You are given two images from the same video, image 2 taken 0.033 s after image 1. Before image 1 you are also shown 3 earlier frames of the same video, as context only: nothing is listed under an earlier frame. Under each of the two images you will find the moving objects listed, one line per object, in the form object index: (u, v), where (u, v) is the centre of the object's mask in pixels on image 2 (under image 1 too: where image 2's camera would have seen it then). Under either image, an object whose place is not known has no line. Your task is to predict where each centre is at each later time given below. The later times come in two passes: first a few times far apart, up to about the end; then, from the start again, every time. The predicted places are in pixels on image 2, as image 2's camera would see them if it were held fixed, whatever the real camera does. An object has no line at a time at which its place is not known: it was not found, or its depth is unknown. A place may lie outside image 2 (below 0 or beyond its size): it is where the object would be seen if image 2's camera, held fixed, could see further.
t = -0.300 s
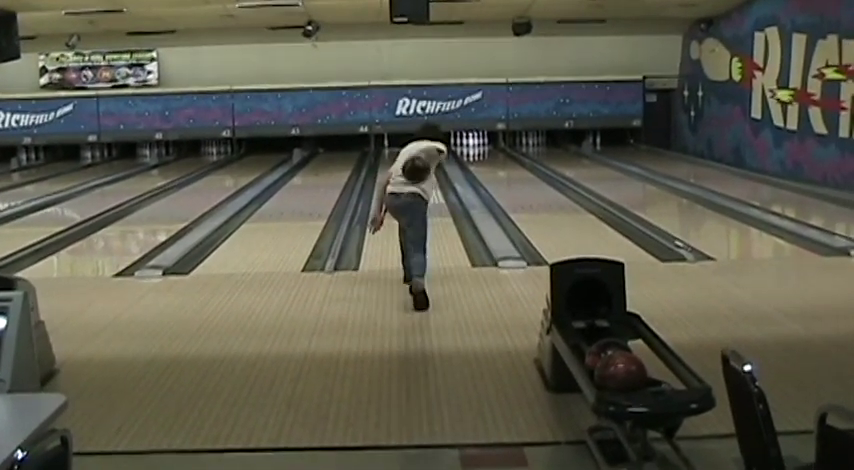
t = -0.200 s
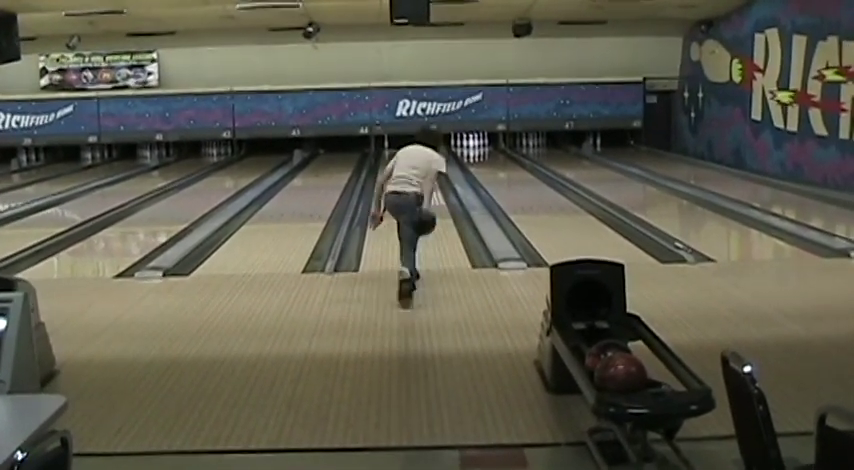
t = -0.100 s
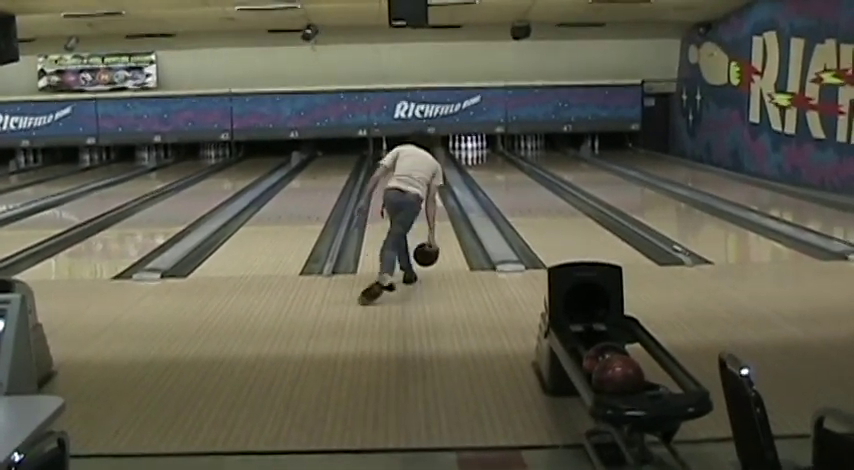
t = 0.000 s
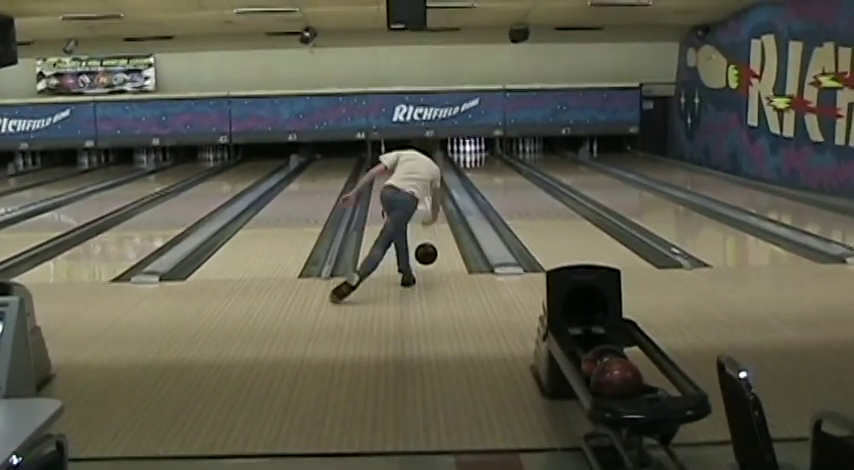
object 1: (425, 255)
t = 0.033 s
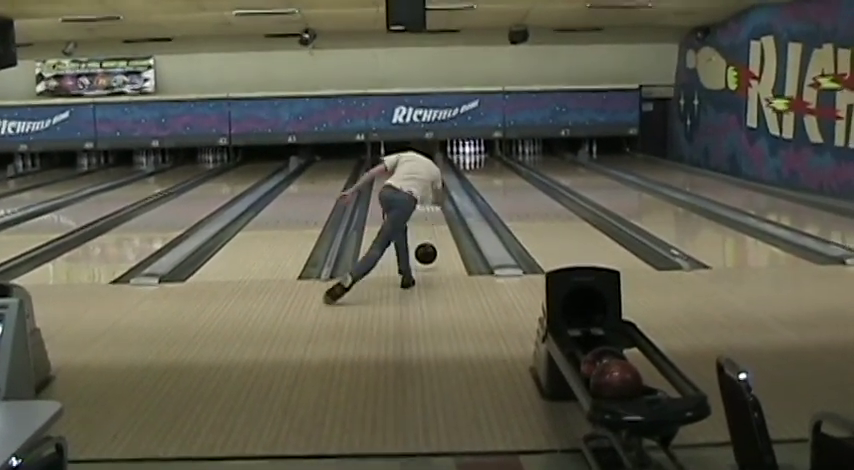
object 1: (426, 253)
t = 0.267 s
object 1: (426, 233)
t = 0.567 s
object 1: (426, 209)
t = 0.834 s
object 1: (426, 194)
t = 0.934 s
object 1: (427, 190)
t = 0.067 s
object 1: (426, 252)
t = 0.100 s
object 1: (426, 250)
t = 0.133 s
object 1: (426, 246)
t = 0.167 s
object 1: (426, 243)
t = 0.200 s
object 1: (426, 239)
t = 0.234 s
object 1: (426, 236)
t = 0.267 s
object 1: (426, 233)
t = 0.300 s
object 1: (426, 230)
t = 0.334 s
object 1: (426, 227)
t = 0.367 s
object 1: (426, 224)
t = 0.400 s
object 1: (426, 221)
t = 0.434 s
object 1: (427, 219)
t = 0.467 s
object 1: (426, 216)
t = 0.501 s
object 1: (426, 214)
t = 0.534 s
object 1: (426, 212)
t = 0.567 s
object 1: (426, 209)
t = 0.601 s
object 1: (427, 207)
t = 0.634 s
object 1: (426, 205)
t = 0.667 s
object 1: (426, 203)
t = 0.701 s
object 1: (426, 201)
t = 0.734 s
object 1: (426, 199)
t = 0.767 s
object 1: (426, 198)
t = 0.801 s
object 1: (426, 196)
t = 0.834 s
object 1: (426, 194)
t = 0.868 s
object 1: (426, 193)
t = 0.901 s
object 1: (426, 191)
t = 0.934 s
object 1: (427, 190)
